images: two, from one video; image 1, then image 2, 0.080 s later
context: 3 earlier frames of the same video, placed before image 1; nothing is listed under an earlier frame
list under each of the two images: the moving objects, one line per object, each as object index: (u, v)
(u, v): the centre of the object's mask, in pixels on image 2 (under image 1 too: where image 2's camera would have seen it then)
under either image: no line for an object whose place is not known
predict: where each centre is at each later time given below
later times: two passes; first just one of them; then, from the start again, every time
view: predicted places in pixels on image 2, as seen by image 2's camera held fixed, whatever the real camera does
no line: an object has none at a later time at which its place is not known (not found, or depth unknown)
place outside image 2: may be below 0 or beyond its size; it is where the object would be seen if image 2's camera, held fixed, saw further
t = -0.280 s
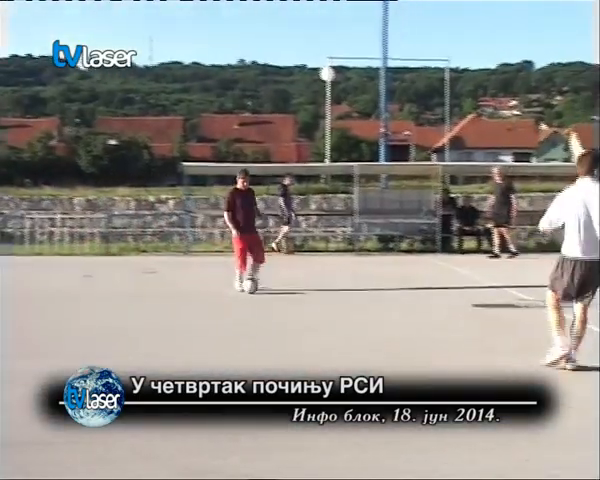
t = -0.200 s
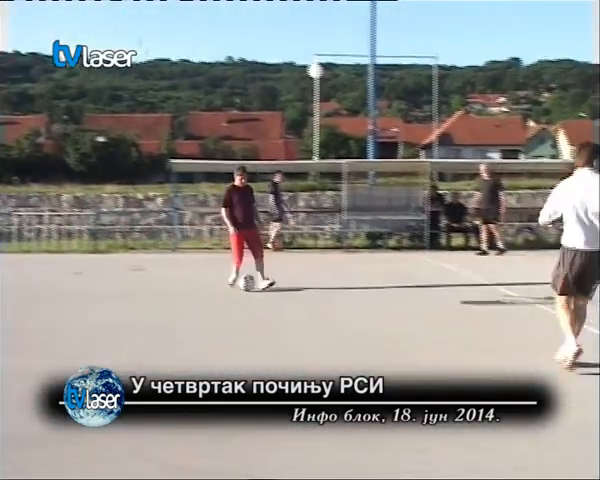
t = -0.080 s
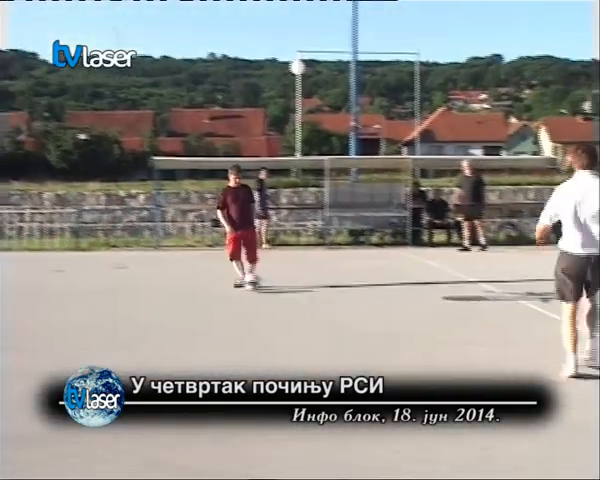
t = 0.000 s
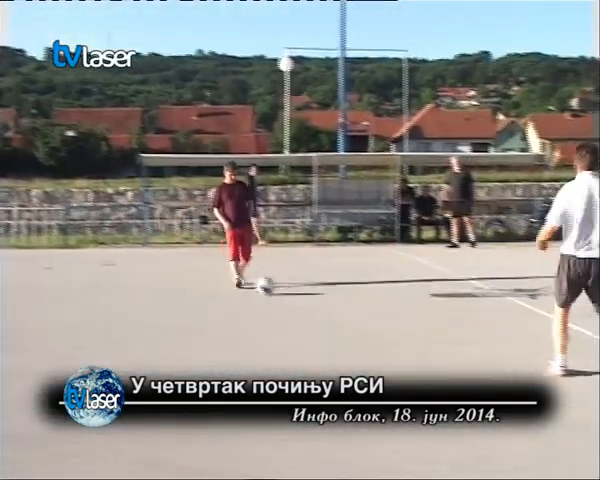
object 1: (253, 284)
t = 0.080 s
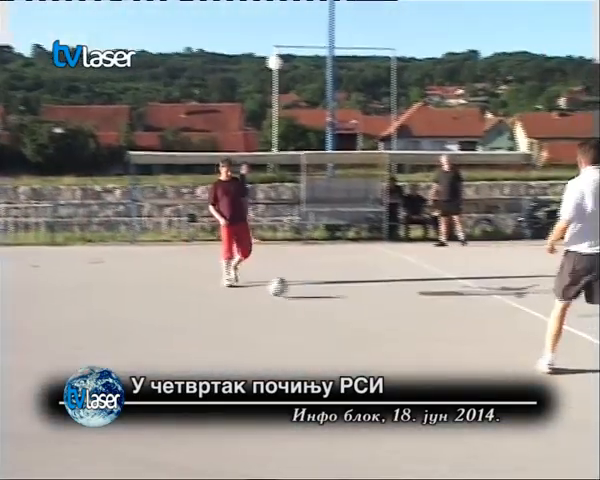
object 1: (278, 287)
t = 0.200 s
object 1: (316, 296)
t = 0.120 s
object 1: (289, 289)
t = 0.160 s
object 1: (303, 293)
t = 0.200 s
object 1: (316, 296)
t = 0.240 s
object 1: (329, 298)
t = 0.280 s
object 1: (342, 302)
